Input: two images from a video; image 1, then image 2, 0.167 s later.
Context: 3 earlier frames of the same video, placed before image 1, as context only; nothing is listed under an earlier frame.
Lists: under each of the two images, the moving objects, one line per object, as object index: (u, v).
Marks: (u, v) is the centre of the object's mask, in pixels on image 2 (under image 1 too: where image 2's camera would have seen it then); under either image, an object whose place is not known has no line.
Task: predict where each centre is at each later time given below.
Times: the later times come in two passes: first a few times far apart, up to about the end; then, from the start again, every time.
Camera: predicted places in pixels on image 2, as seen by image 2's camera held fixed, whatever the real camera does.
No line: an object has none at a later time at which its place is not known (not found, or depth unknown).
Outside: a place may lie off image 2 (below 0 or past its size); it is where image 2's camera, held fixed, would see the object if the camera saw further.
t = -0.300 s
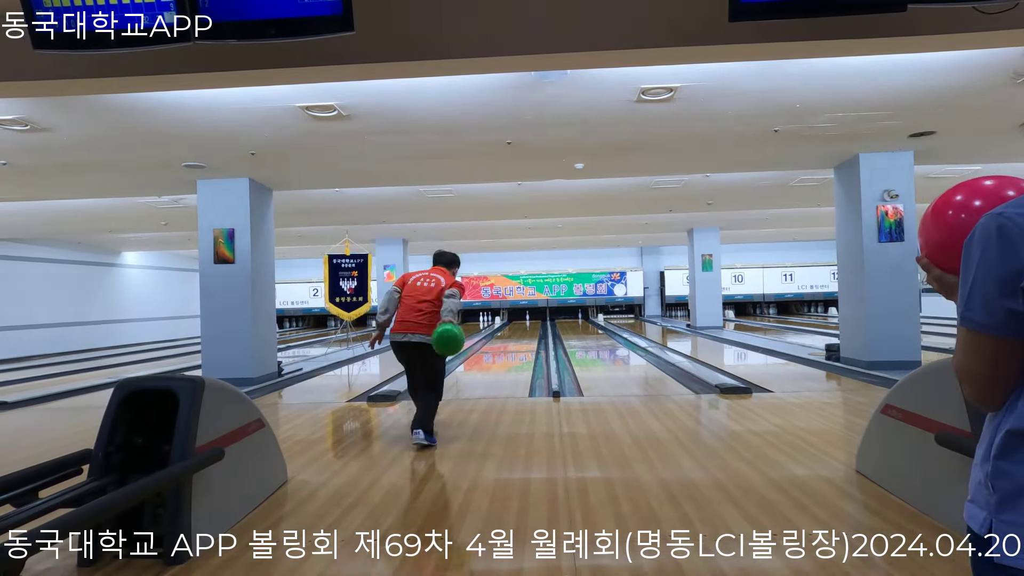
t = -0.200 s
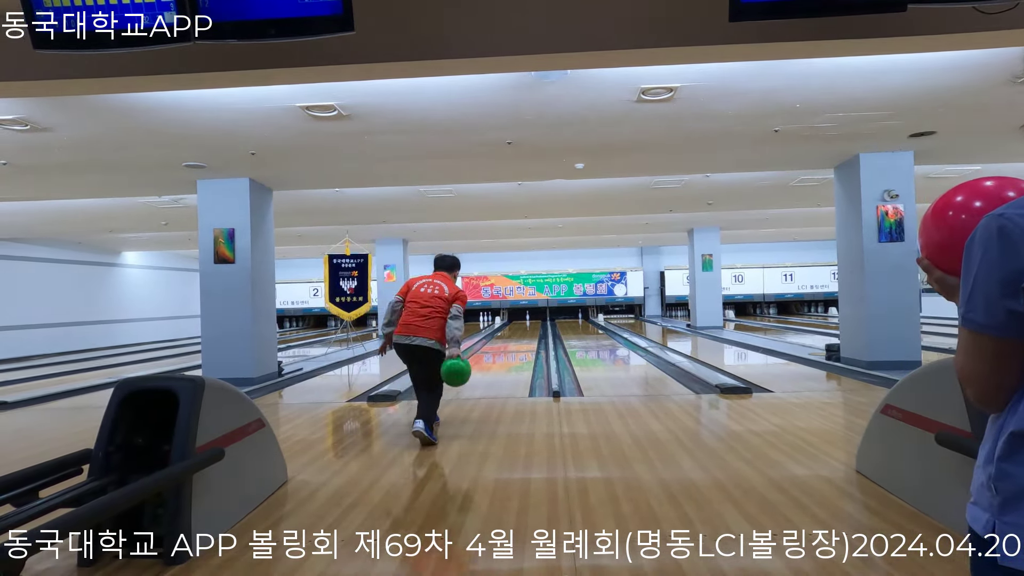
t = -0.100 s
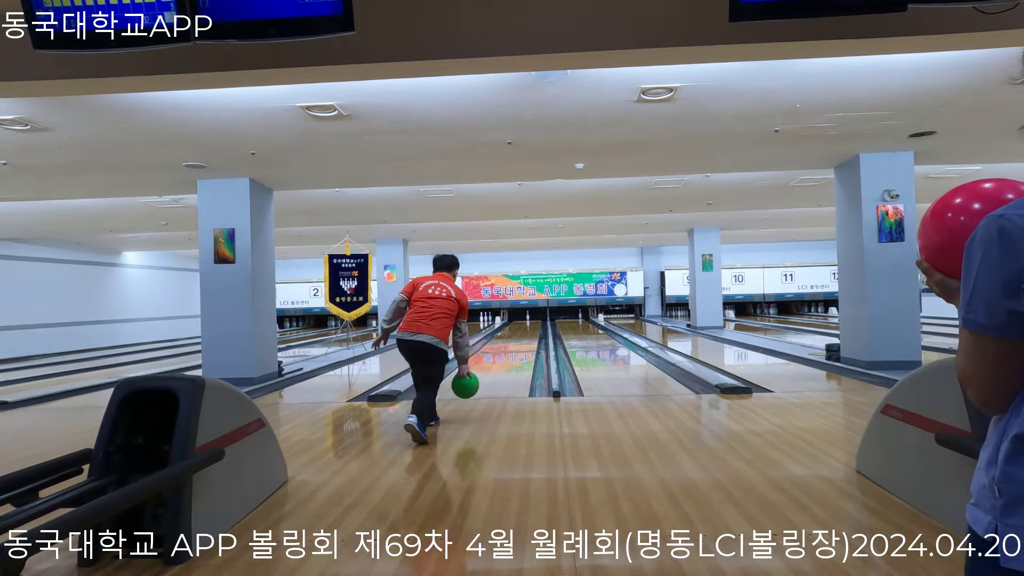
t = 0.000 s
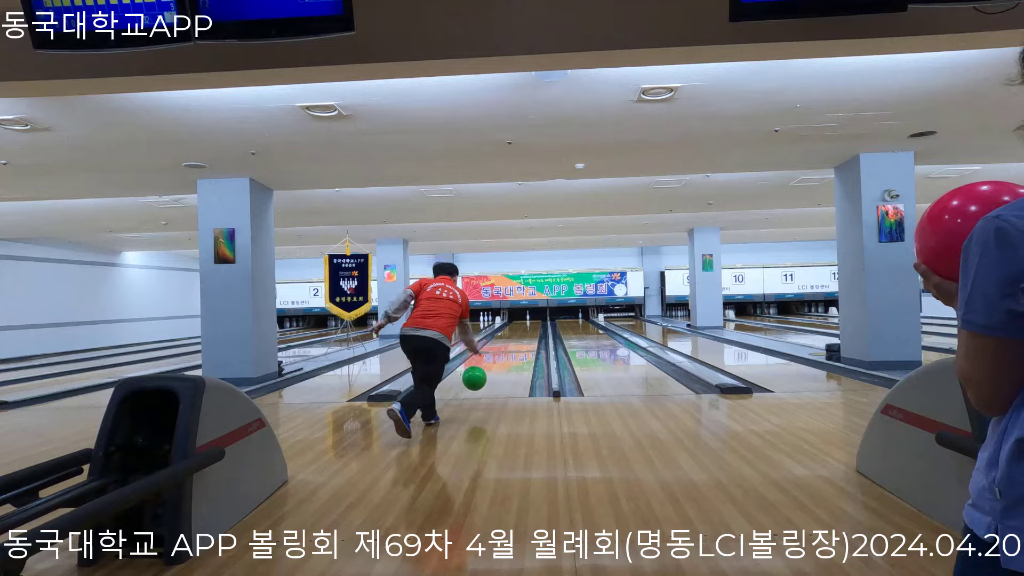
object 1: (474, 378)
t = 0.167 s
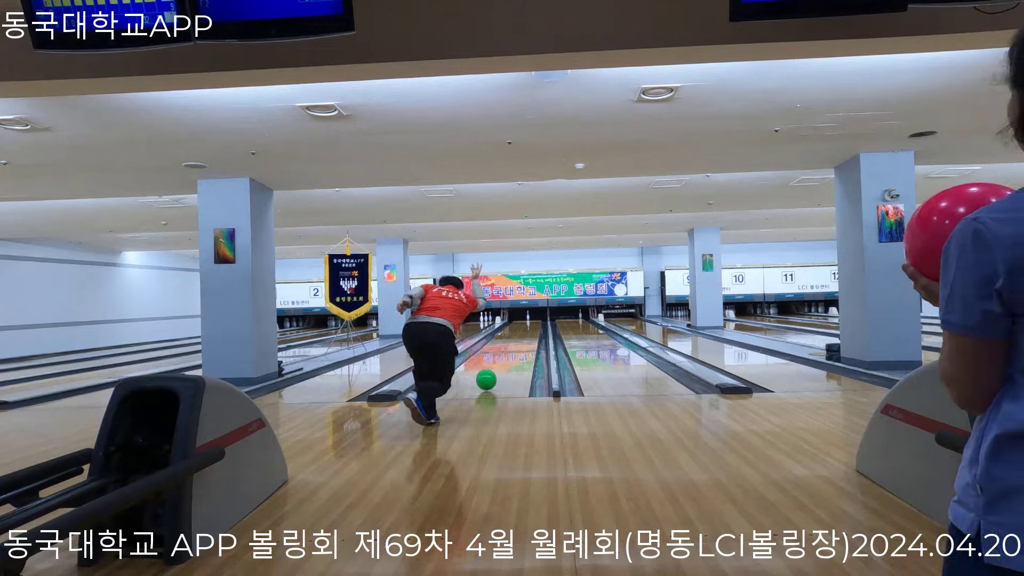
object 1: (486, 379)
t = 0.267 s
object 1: (491, 372)
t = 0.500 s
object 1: (500, 359)
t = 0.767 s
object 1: (507, 349)
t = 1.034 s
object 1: (512, 342)
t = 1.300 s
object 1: (514, 336)
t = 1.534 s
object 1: (515, 333)
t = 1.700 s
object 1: (517, 330)
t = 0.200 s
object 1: (488, 377)
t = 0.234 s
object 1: (490, 375)
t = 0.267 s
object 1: (491, 372)
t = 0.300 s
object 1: (493, 370)
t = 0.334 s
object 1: (494, 368)
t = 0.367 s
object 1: (496, 366)
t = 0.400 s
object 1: (497, 364)
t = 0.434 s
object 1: (498, 362)
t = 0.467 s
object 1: (499, 360)
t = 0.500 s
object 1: (500, 359)
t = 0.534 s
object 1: (501, 357)
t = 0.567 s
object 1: (502, 356)
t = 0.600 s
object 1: (503, 355)
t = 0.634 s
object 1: (504, 353)
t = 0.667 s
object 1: (505, 352)
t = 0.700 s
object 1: (506, 351)
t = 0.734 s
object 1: (506, 350)
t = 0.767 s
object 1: (507, 349)
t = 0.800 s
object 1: (508, 348)
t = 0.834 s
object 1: (509, 346)
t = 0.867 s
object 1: (509, 346)
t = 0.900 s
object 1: (510, 345)
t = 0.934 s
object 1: (510, 344)
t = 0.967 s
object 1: (511, 343)
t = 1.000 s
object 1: (511, 343)
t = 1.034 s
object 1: (512, 342)
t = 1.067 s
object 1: (512, 341)
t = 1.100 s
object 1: (513, 340)
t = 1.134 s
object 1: (514, 339)
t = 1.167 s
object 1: (514, 338)
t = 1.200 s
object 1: (514, 338)
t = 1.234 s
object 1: (514, 338)
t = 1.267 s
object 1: (514, 337)
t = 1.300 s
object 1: (514, 336)
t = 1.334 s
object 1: (514, 336)
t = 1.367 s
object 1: (514, 335)
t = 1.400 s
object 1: (514, 335)
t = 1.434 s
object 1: (514, 334)
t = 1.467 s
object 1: (514, 334)
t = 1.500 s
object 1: (515, 333)
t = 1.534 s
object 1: (515, 333)
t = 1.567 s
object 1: (515, 332)
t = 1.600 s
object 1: (516, 332)
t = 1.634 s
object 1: (516, 331)
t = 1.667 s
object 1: (516, 330)
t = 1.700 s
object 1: (517, 330)
